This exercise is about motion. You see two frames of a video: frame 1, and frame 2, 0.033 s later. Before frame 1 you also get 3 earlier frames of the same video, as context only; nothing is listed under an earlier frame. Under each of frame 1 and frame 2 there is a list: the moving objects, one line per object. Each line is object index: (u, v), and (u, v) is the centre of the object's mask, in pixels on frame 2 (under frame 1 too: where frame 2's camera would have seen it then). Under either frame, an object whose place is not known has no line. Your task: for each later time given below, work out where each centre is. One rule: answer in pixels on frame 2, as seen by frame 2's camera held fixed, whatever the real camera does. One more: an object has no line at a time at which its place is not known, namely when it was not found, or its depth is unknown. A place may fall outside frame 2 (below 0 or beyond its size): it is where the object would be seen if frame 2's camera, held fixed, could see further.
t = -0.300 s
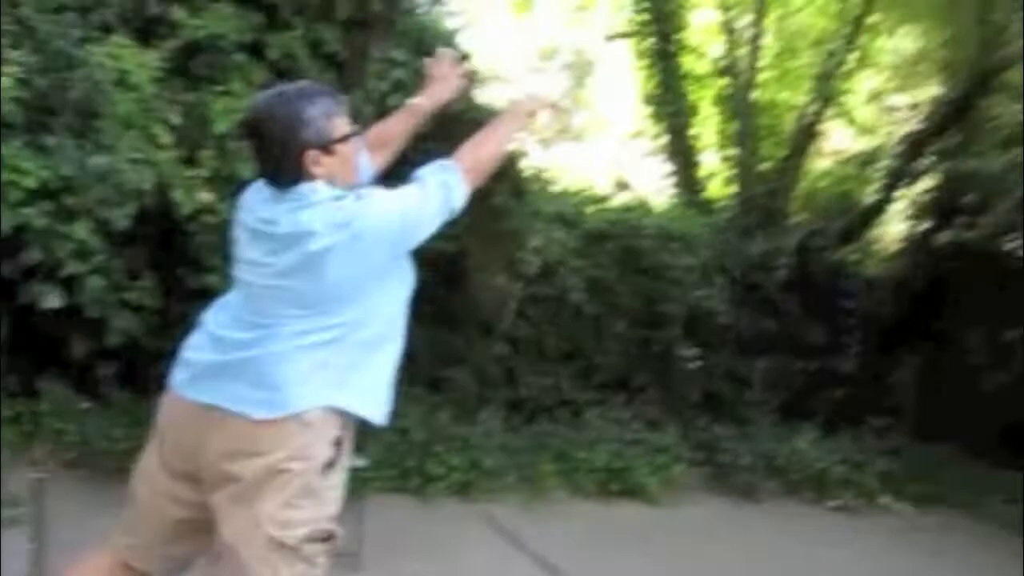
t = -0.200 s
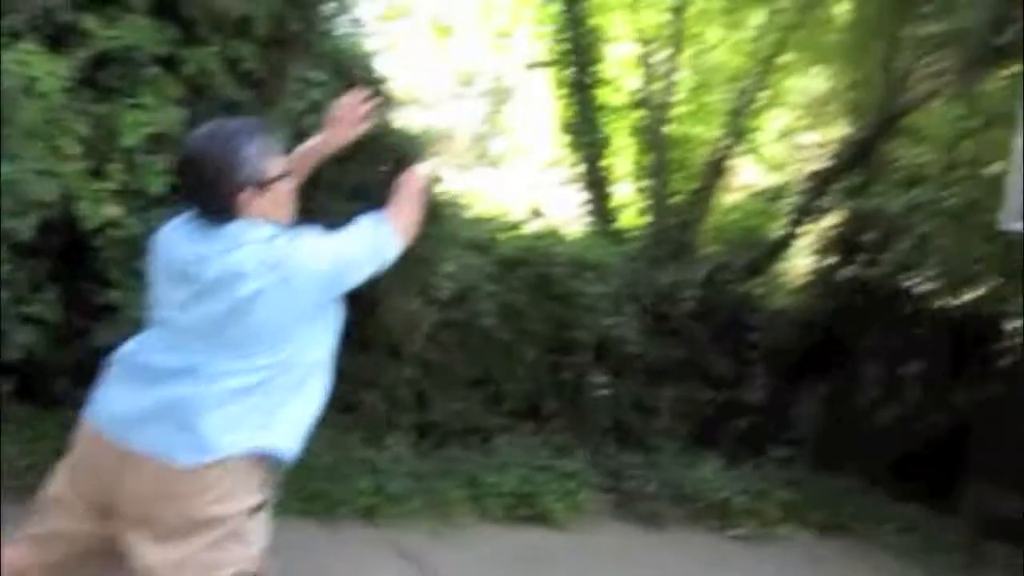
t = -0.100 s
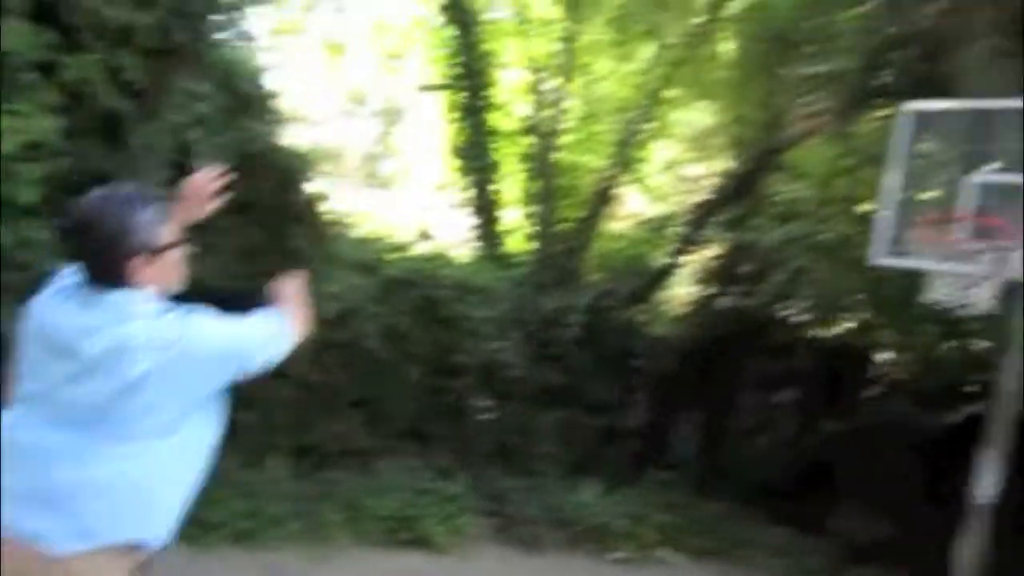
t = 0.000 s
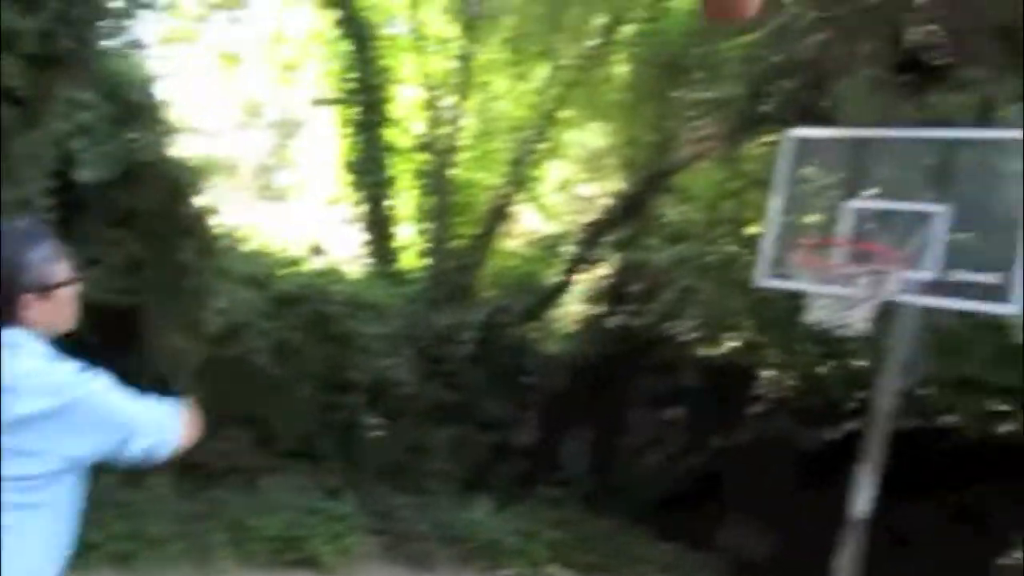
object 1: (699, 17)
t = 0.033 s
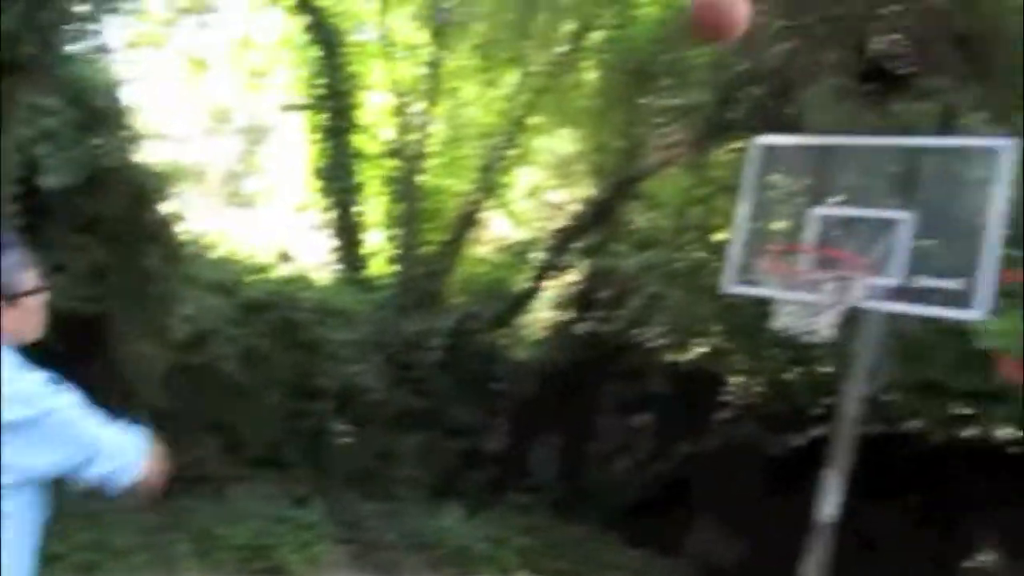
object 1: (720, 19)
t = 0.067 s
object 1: (739, 27)
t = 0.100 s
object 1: (755, 45)
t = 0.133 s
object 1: (769, 64)
